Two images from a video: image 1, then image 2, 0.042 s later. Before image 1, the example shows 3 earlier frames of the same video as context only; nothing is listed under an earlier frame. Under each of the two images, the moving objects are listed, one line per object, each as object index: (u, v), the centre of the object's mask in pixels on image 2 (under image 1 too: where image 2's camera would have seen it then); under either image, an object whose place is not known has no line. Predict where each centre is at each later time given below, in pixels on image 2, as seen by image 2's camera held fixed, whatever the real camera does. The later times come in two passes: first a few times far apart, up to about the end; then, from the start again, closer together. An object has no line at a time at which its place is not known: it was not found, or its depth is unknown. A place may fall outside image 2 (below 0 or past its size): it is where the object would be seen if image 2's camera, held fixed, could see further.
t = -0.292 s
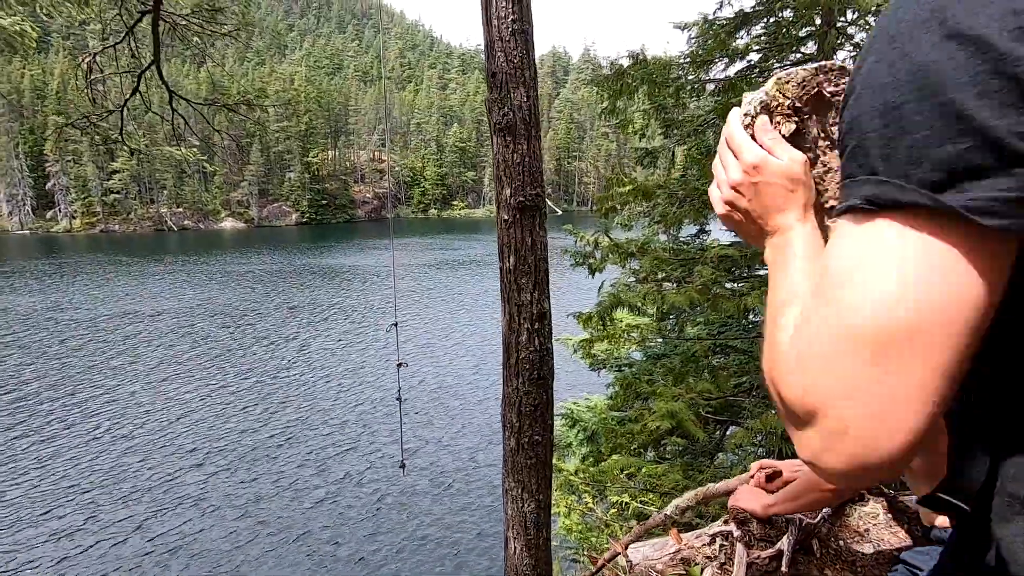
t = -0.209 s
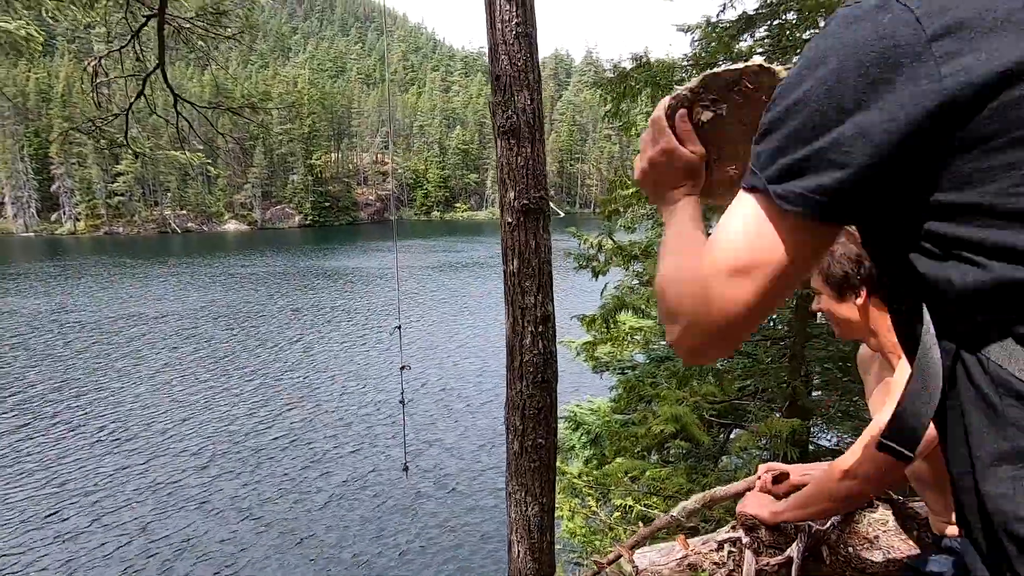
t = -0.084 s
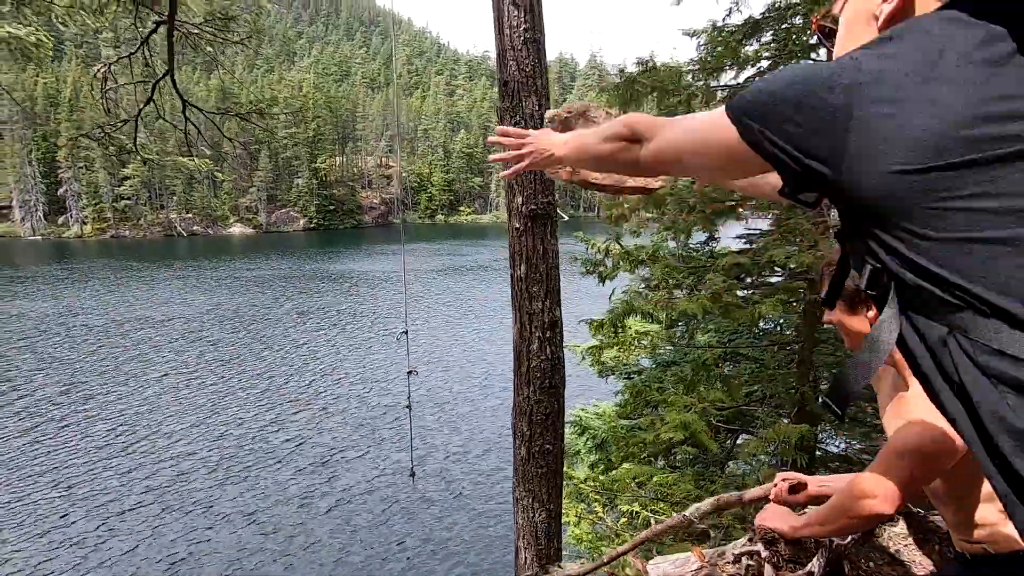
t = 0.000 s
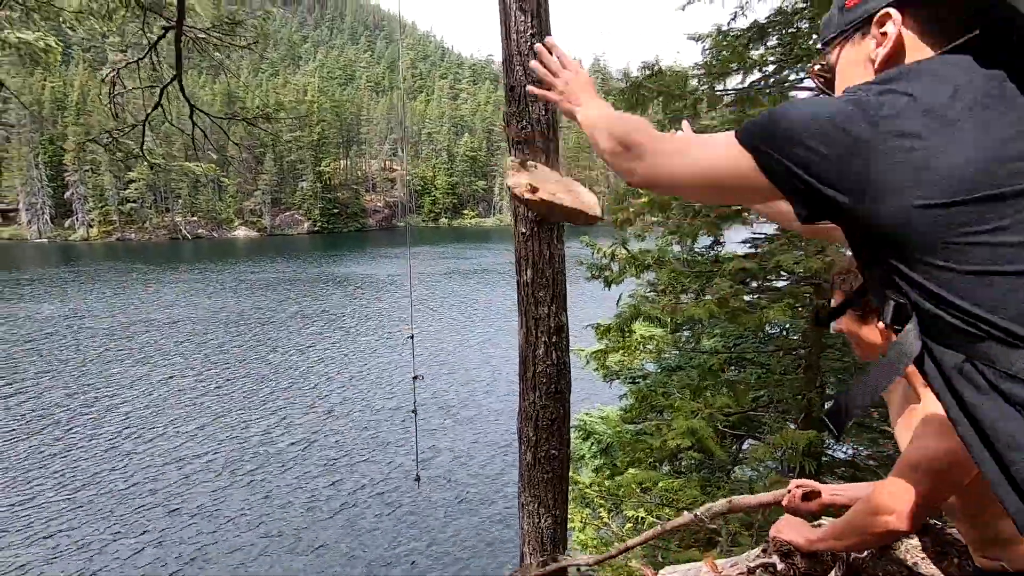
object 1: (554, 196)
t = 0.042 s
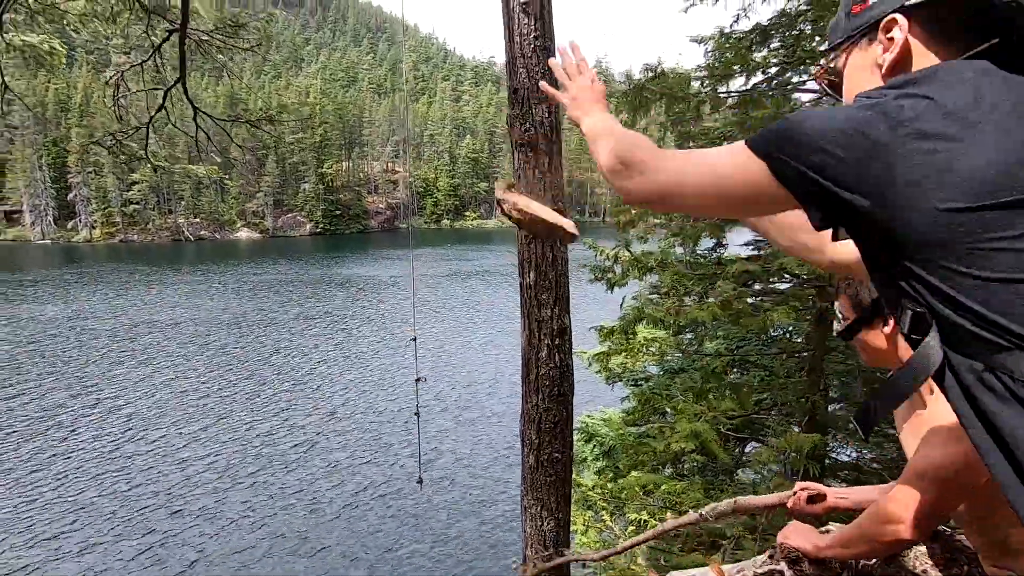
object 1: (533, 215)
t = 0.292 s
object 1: (465, 338)
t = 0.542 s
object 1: (434, 457)
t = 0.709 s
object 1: (423, 528)
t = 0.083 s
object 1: (518, 236)
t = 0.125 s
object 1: (504, 254)
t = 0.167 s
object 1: (492, 273)
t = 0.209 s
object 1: (482, 295)
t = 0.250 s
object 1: (472, 316)
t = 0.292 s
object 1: (465, 338)
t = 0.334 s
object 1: (458, 358)
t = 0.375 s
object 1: (452, 377)
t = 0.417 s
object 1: (447, 396)
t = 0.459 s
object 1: (443, 414)
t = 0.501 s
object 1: (436, 434)
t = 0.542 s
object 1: (434, 457)
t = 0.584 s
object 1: (435, 469)
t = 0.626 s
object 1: (427, 492)
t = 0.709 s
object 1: (423, 528)
